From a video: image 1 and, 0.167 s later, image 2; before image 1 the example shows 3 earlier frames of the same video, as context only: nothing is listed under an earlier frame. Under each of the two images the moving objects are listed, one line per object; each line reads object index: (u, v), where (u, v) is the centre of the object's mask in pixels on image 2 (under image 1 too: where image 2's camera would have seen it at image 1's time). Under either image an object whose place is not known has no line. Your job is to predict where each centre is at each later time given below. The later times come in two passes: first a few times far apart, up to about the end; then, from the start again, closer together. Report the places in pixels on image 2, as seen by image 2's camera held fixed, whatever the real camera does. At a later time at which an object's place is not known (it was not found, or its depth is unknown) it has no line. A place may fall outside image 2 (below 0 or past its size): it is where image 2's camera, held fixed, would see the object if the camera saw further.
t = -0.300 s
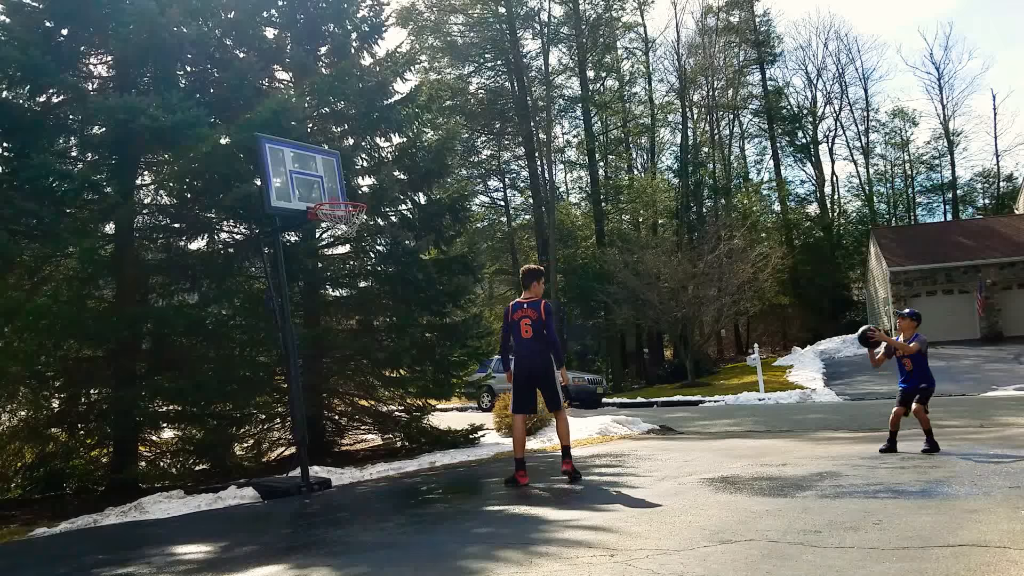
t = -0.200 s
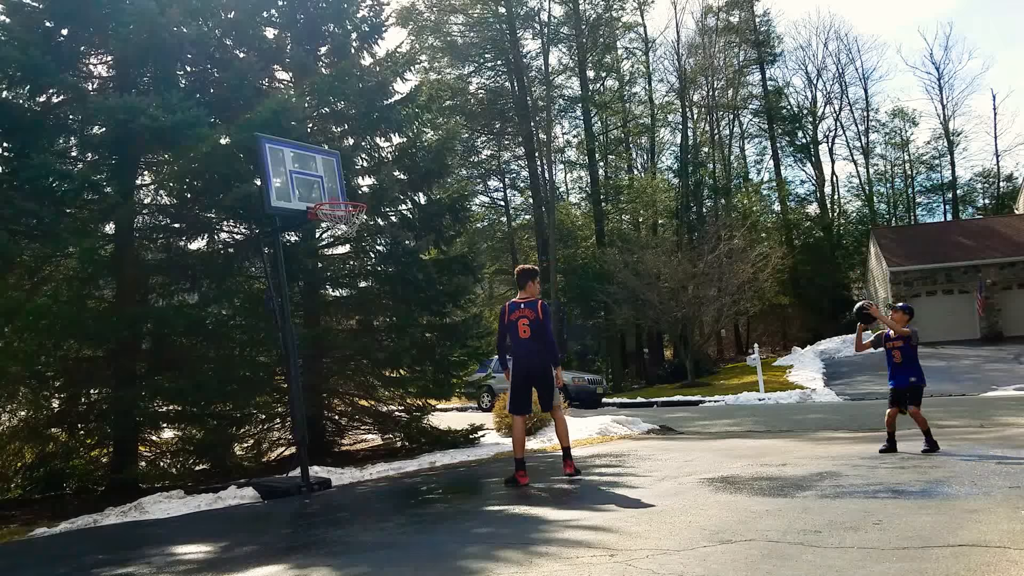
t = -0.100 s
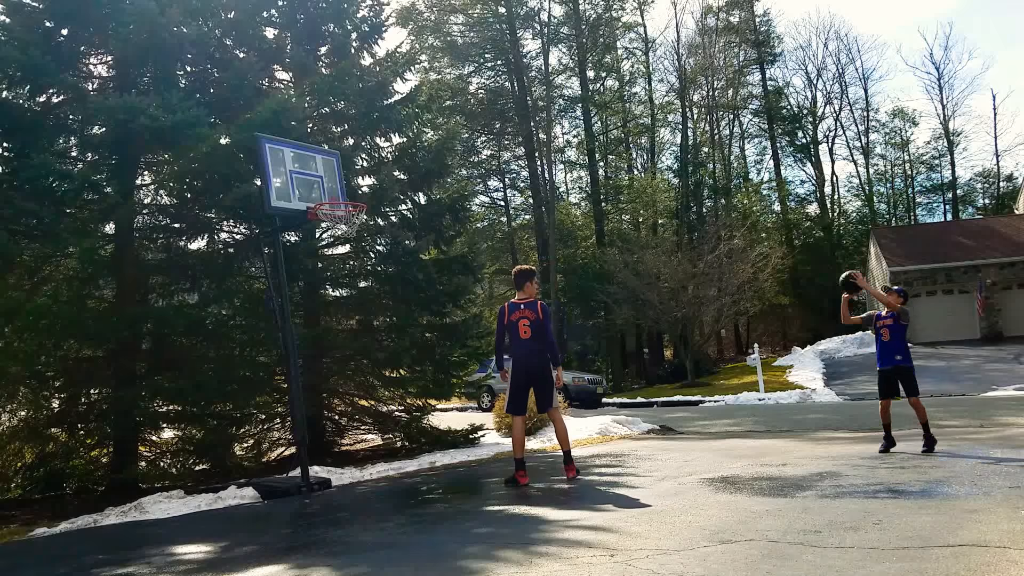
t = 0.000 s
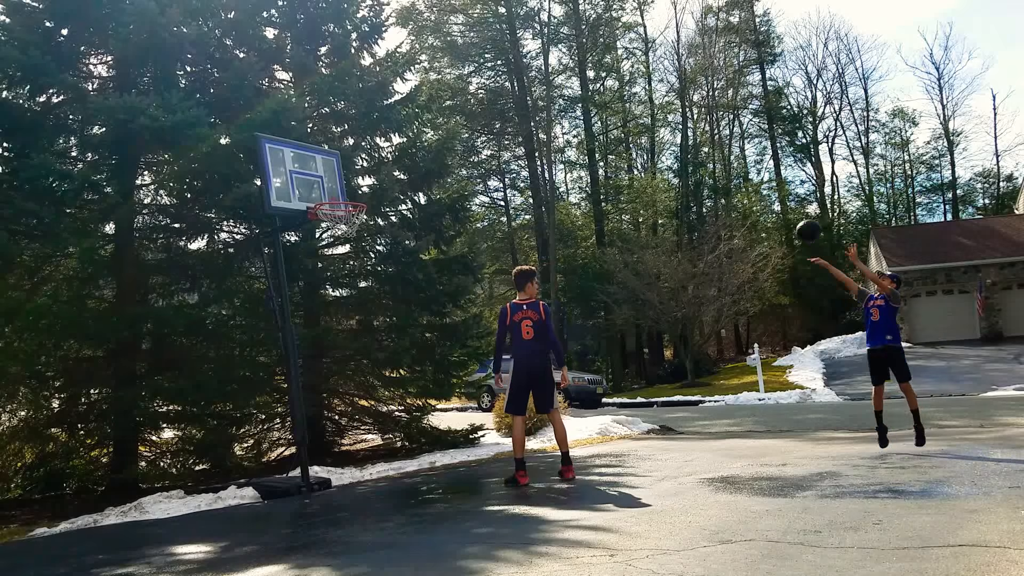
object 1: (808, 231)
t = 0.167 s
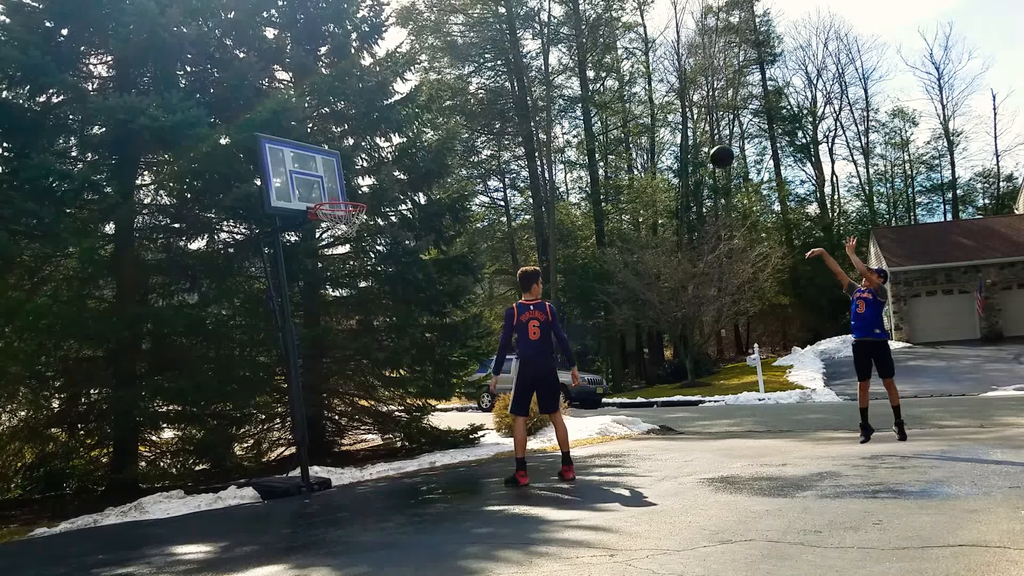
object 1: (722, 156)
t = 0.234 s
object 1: (688, 134)
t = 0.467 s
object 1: (572, 90)
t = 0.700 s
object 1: (458, 97)
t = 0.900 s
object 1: (362, 148)
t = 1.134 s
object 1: (249, 264)
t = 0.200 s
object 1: (705, 145)
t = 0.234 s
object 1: (688, 134)
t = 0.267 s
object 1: (671, 125)
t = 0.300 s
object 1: (655, 116)
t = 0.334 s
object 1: (638, 108)
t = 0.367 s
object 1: (622, 102)
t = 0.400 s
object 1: (605, 97)
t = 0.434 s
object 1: (588, 92)
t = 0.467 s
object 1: (572, 90)
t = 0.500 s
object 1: (555, 87)
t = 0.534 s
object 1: (540, 86)
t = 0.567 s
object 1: (523, 85)
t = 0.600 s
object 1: (507, 86)
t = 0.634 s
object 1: (490, 90)
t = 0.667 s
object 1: (474, 93)
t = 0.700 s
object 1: (458, 97)
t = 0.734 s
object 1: (441, 102)
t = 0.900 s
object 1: (362, 148)
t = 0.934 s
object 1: (345, 160)
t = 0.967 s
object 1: (329, 175)
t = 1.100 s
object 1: (265, 243)
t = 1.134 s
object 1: (249, 264)
